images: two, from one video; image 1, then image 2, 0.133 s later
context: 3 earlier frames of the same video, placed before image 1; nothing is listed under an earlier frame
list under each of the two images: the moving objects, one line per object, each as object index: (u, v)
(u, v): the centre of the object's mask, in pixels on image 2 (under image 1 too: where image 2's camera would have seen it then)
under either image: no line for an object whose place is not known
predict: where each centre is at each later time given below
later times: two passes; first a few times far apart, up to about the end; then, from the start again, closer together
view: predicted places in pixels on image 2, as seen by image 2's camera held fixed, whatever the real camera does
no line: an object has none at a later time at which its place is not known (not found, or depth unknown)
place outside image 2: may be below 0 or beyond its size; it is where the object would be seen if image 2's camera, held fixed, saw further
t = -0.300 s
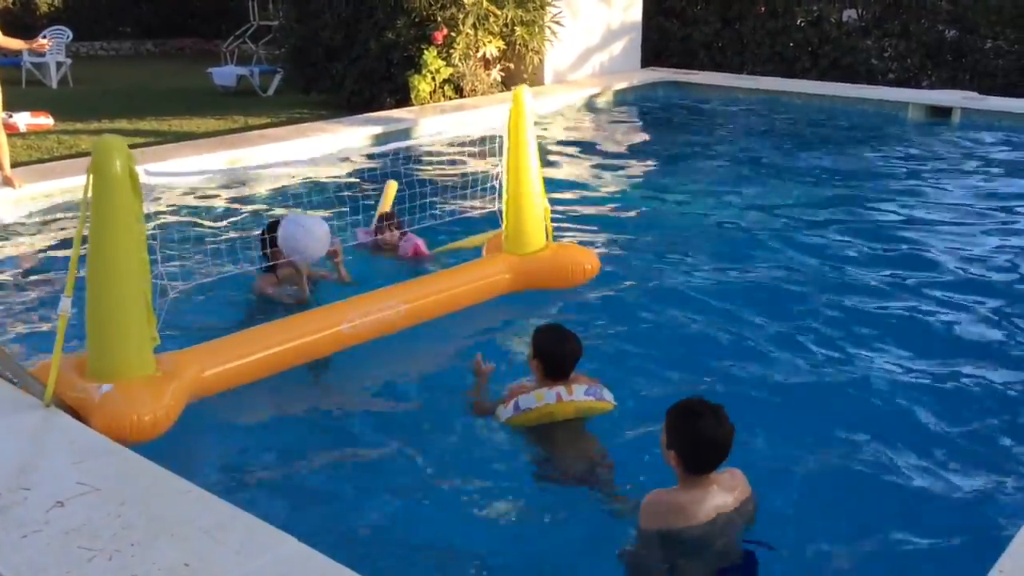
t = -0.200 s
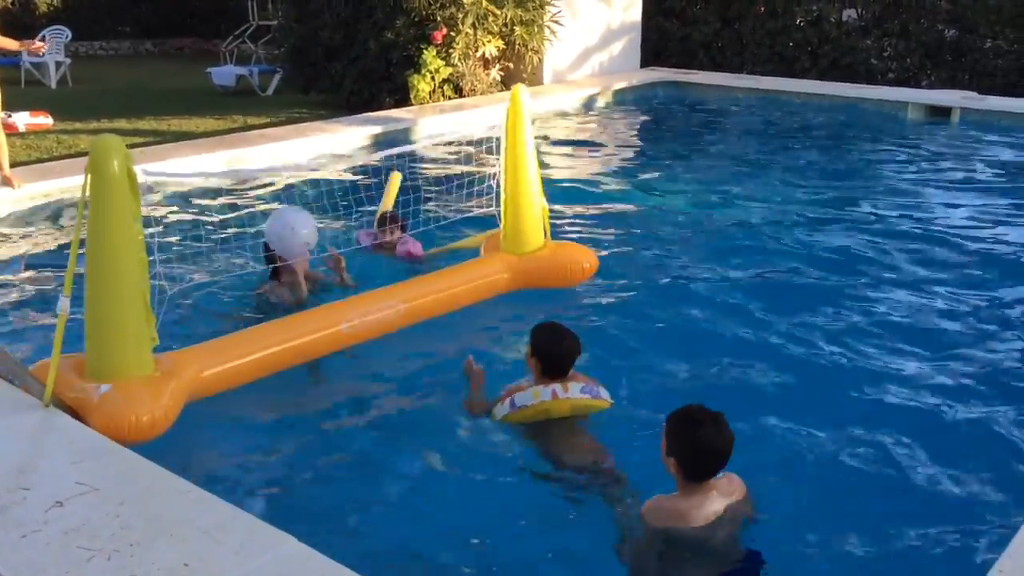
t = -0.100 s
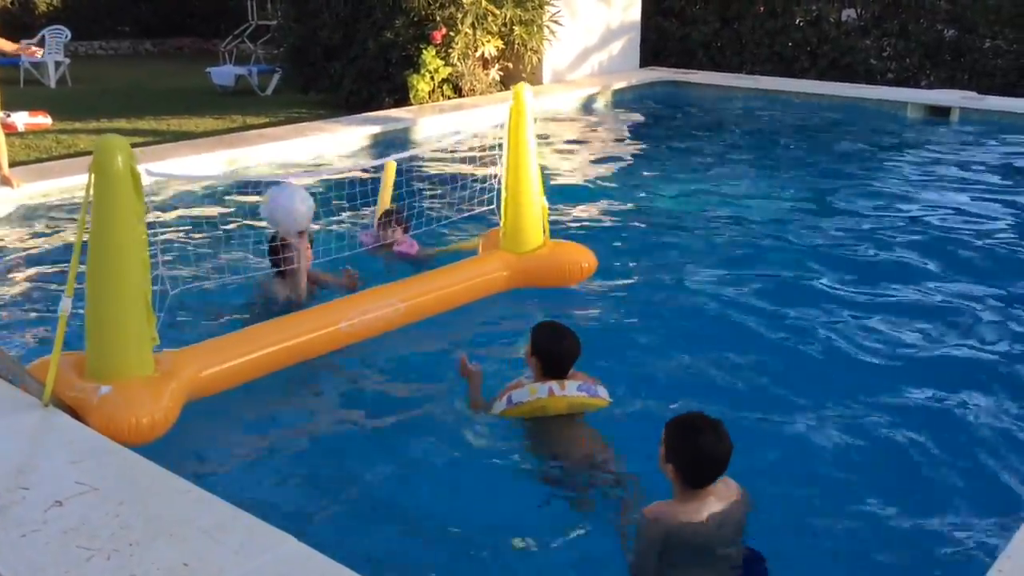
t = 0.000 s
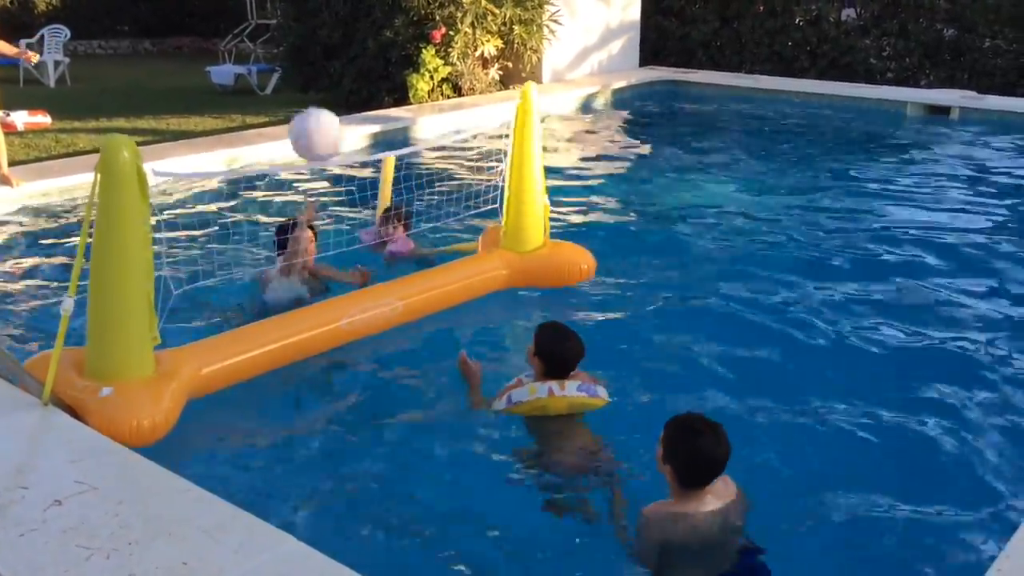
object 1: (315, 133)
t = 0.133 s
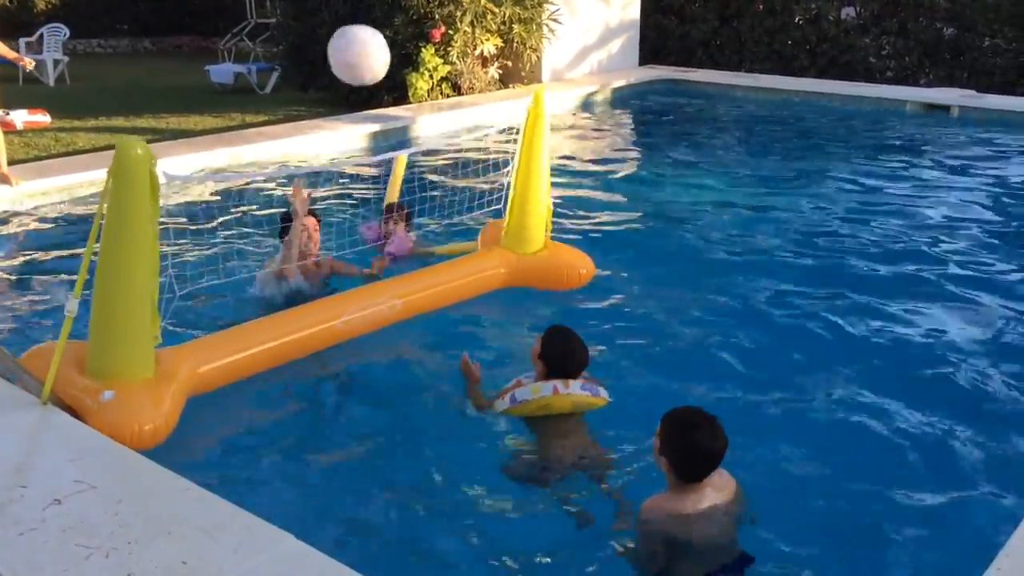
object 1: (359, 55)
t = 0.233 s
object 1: (391, 22)
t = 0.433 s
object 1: (461, 21)
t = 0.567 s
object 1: (516, 67)
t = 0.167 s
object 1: (369, 40)
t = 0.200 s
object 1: (380, 28)
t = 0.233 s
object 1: (391, 22)
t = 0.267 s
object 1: (402, 19)
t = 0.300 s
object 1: (413, 17)
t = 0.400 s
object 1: (449, 17)
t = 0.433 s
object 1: (461, 21)
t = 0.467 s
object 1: (474, 25)
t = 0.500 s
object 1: (488, 33)
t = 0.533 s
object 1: (502, 49)
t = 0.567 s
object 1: (516, 67)
